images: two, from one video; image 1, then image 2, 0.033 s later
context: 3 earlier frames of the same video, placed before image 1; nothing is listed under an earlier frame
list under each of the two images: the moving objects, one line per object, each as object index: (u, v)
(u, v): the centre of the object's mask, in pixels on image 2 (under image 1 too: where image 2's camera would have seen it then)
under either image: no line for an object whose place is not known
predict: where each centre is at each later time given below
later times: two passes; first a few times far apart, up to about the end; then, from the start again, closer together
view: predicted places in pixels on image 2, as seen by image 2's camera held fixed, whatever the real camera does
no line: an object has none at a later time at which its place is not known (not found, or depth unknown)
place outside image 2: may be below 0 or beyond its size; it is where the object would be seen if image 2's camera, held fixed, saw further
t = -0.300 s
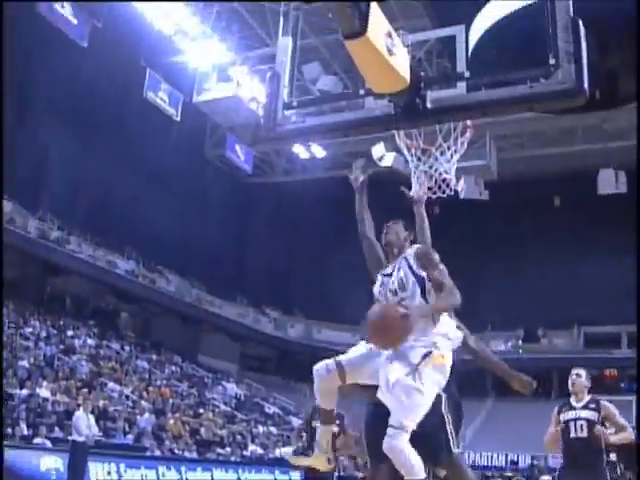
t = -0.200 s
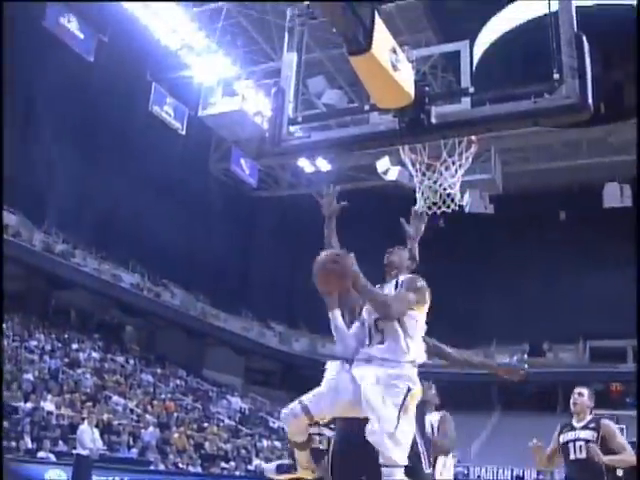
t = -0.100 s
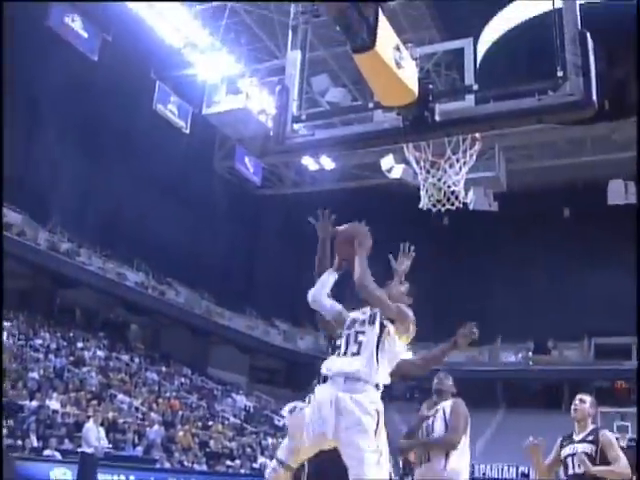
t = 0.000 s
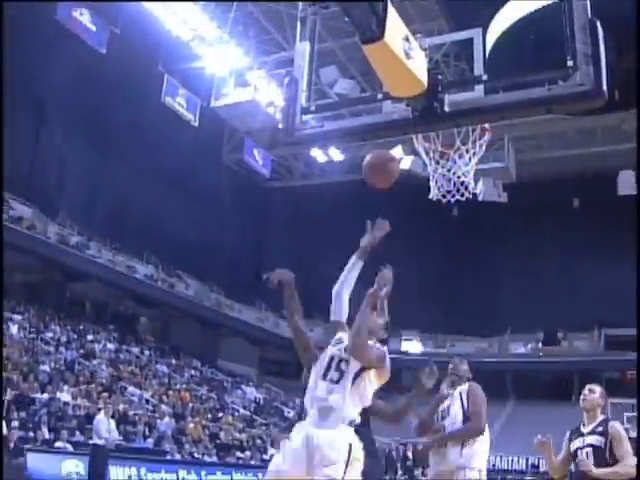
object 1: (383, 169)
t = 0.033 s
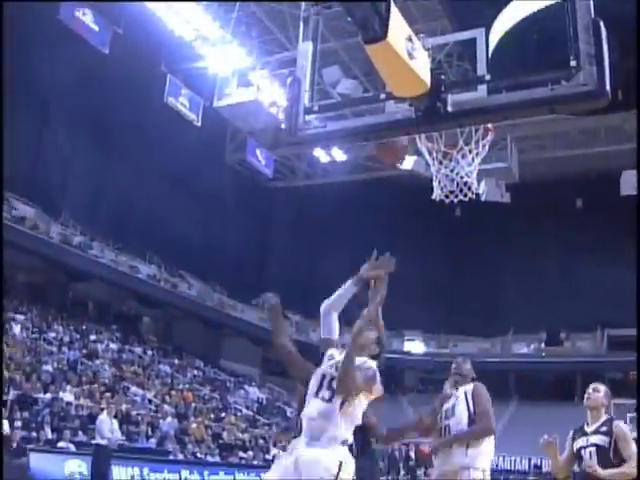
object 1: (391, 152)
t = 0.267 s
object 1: (430, 23)
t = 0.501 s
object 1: (459, 71)
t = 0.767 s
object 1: (452, 202)
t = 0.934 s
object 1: (424, 302)
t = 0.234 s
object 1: (427, 26)
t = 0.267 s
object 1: (430, 23)
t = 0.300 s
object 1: (433, 24)
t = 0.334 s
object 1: (436, 27)
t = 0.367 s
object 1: (443, 36)
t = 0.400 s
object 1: (451, 58)
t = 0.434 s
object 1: (453, 59)
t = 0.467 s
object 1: (454, 64)
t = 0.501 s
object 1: (459, 71)
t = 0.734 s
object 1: (460, 194)
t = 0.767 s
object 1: (452, 202)
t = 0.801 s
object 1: (445, 215)
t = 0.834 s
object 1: (440, 234)
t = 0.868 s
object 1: (434, 254)
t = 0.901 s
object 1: (429, 277)
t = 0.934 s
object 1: (424, 302)
